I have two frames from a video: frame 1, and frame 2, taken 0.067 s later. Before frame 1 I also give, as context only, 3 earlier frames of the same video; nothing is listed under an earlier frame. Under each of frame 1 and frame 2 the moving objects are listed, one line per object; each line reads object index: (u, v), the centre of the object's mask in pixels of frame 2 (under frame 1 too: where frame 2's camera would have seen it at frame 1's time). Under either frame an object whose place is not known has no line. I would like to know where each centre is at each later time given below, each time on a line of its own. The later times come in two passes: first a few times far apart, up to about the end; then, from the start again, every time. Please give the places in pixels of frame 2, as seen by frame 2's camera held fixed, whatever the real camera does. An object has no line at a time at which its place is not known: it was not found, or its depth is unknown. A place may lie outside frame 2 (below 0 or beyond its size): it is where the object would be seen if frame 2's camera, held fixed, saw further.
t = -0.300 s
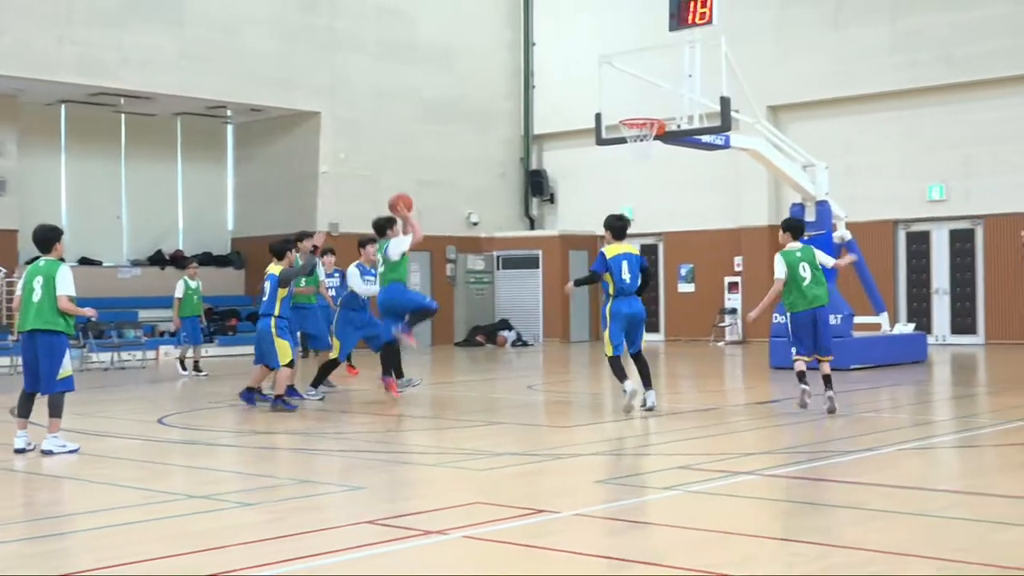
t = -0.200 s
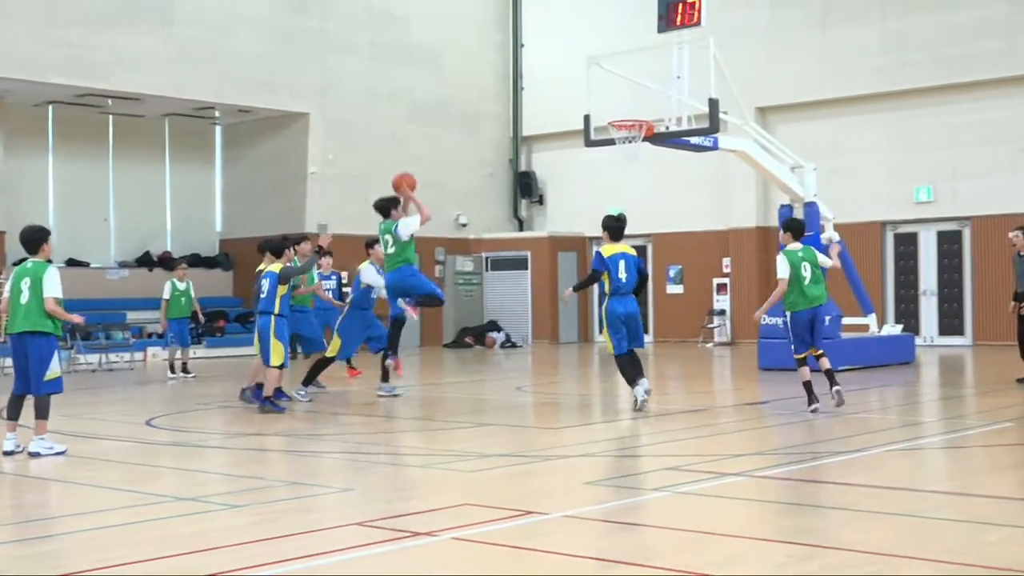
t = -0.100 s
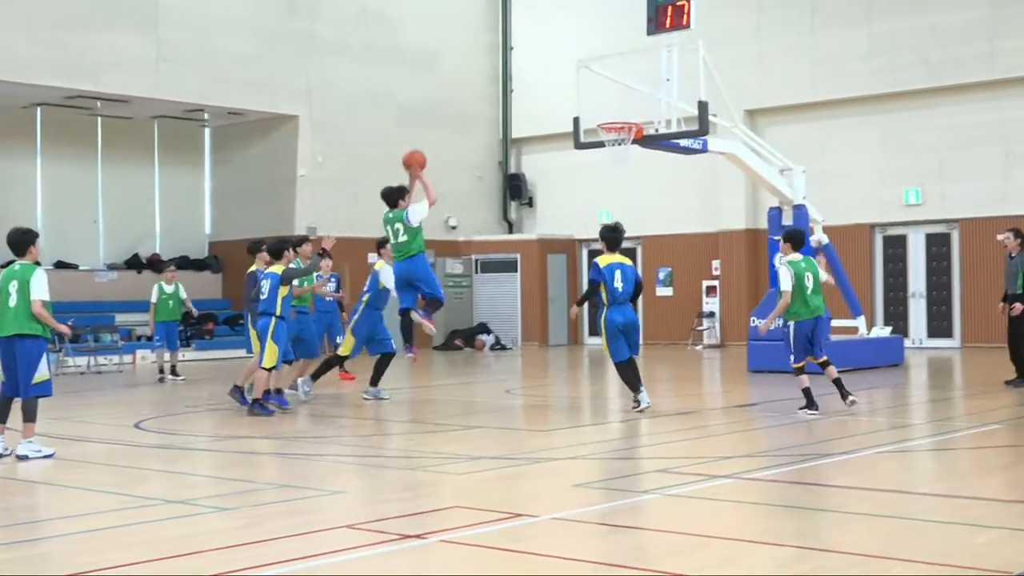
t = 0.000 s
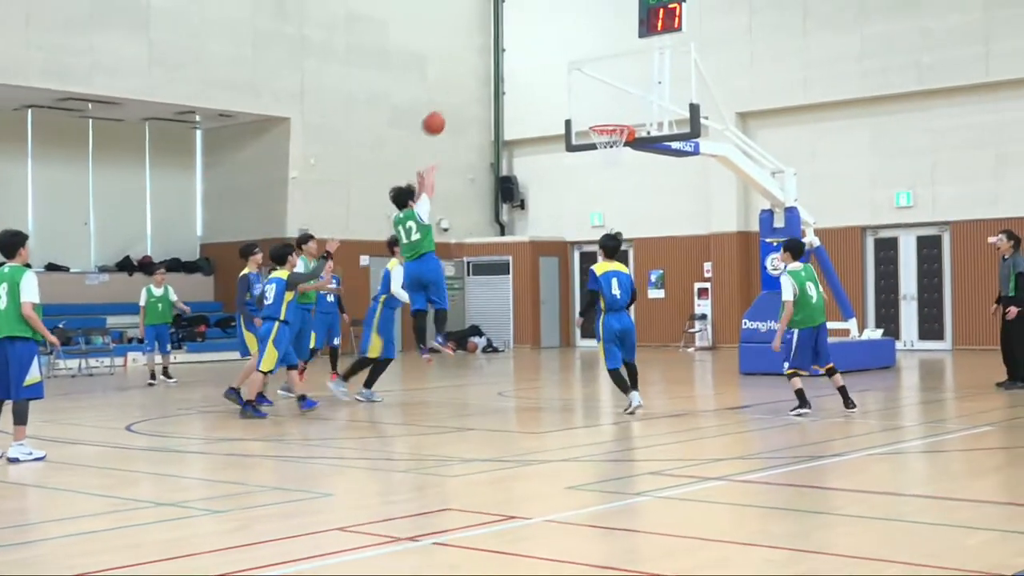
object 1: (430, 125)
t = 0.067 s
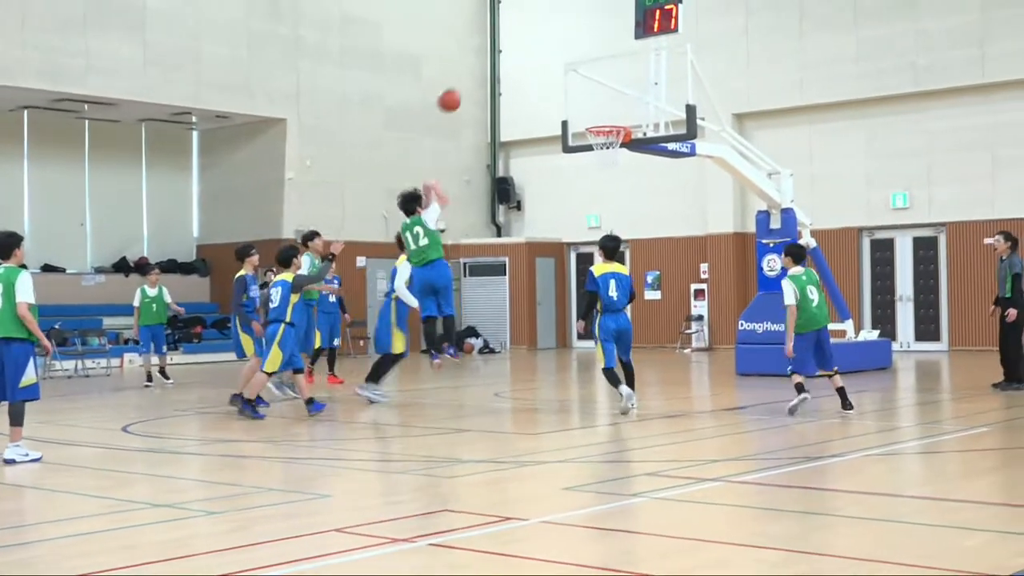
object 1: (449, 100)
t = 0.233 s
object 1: (495, 61)
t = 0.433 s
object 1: (546, 50)
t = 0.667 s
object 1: (602, 79)
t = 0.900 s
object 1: (612, 106)
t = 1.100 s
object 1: (578, 97)
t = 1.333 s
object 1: (537, 132)
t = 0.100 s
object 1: (458, 90)
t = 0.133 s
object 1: (468, 81)
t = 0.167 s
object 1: (476, 74)
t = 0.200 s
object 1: (485, 67)
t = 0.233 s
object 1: (495, 61)
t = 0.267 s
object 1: (503, 57)
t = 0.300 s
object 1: (512, 54)
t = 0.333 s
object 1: (521, 51)
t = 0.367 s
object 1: (530, 50)
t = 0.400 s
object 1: (538, 49)
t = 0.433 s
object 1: (546, 50)
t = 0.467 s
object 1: (554, 51)
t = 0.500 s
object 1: (563, 54)
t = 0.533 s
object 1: (571, 57)
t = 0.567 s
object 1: (578, 61)
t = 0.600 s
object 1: (586, 67)
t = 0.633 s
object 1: (594, 72)
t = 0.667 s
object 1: (602, 79)
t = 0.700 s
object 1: (610, 87)
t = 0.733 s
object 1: (617, 96)
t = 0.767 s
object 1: (625, 105)
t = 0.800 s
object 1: (627, 113)
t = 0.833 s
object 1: (623, 116)
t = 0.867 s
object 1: (617, 111)
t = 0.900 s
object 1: (612, 106)
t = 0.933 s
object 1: (606, 103)
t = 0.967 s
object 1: (601, 100)
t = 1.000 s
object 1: (595, 98)
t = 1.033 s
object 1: (589, 97)
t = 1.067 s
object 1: (583, 97)
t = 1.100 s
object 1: (578, 97)
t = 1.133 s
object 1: (572, 100)
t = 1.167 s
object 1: (566, 102)
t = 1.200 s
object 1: (560, 106)
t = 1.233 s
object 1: (555, 111)
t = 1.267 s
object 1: (549, 117)
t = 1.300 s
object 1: (543, 124)
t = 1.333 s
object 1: (537, 132)
